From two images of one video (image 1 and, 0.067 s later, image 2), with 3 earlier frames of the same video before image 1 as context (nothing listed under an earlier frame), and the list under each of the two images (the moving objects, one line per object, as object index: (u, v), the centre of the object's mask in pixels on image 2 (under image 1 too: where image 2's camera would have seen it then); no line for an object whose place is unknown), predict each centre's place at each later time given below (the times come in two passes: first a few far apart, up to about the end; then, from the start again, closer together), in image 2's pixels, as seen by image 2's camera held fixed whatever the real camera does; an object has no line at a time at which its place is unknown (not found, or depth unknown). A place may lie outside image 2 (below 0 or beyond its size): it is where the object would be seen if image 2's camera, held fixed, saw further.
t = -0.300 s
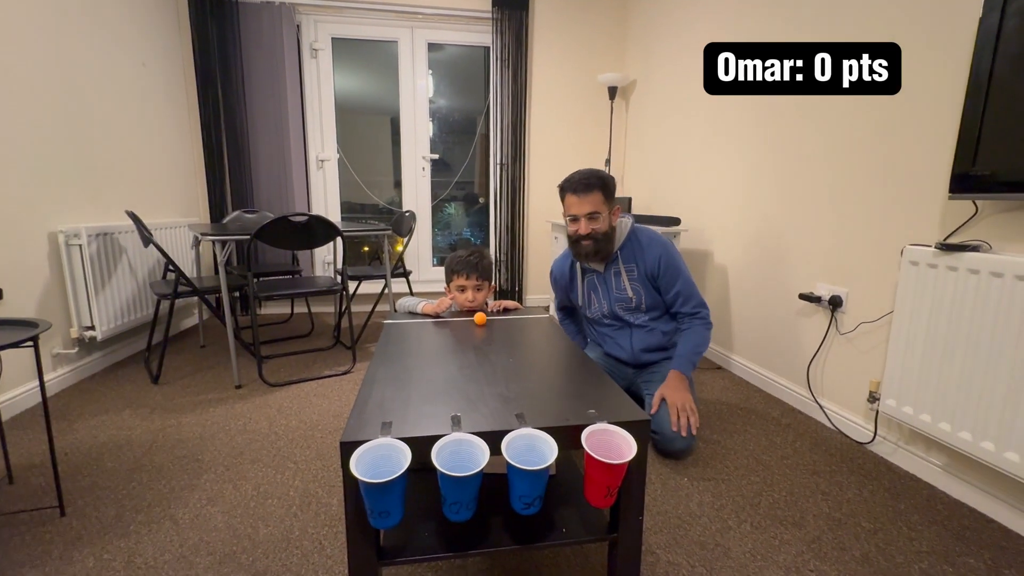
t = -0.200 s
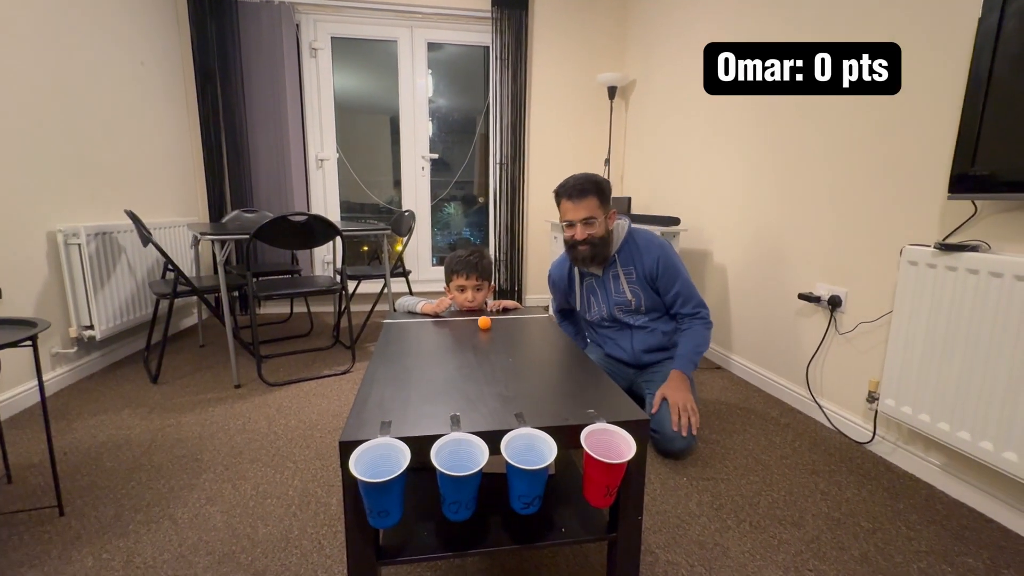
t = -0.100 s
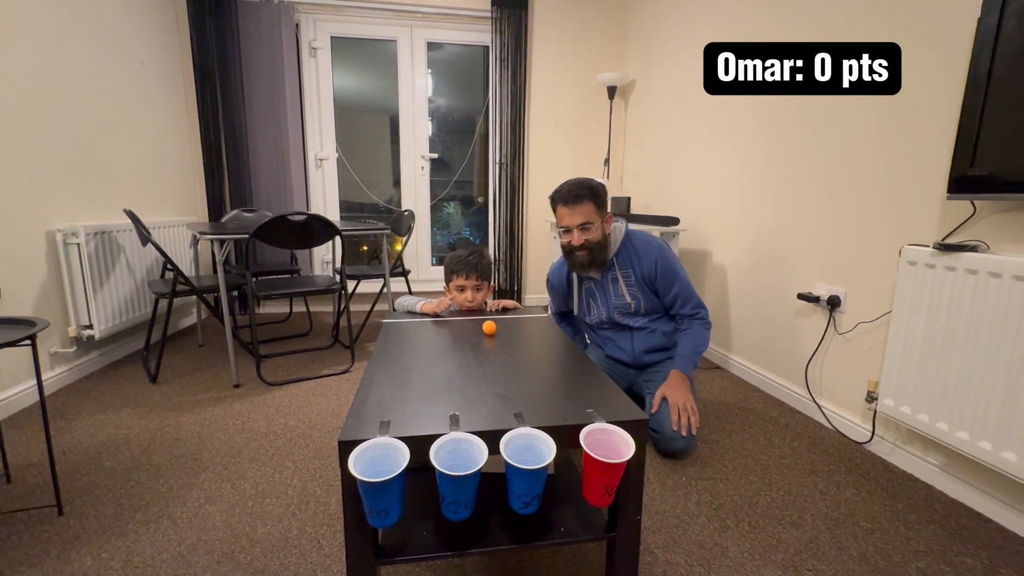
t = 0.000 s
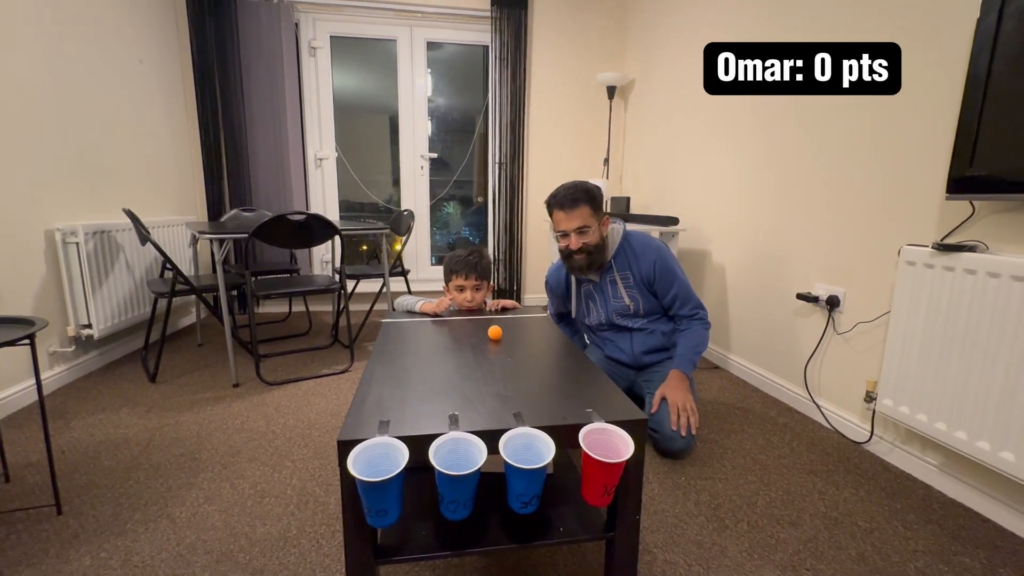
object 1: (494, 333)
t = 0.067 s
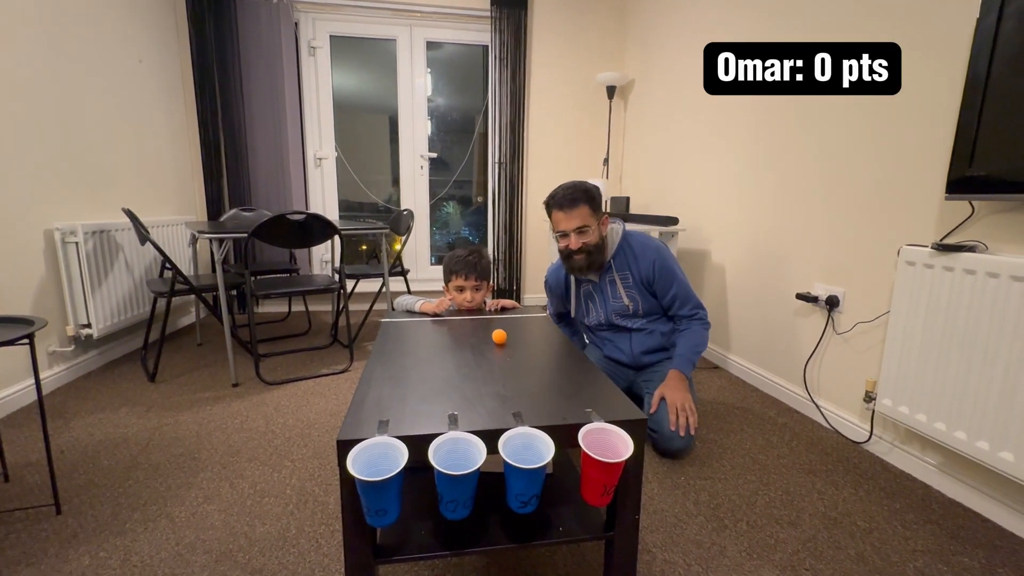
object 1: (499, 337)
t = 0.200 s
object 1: (510, 346)
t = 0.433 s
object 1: (536, 363)
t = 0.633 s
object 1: (564, 378)
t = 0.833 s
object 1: (600, 396)
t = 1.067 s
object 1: (649, 445)
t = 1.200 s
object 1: (670, 565)
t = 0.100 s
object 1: (502, 340)
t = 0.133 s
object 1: (505, 342)
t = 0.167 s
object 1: (507, 344)
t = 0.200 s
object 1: (510, 346)
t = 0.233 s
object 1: (513, 348)
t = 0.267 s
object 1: (516, 350)
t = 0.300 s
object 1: (520, 353)
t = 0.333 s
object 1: (524, 355)
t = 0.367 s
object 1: (528, 358)
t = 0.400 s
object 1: (532, 360)
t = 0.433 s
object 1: (536, 363)
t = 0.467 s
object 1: (540, 365)
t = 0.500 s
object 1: (544, 368)
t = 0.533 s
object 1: (550, 370)
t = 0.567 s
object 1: (555, 373)
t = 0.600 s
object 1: (559, 376)
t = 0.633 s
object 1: (564, 378)
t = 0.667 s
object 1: (570, 381)
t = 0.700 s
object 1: (576, 384)
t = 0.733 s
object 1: (582, 387)
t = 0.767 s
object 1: (588, 390)
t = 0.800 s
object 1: (594, 393)
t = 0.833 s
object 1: (600, 396)
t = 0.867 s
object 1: (607, 399)
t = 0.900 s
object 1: (613, 402)
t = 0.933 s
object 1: (621, 405)
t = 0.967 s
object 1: (629, 409)
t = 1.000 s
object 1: (636, 415)
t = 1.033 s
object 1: (643, 428)
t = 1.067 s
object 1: (649, 445)
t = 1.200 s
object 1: (670, 565)
